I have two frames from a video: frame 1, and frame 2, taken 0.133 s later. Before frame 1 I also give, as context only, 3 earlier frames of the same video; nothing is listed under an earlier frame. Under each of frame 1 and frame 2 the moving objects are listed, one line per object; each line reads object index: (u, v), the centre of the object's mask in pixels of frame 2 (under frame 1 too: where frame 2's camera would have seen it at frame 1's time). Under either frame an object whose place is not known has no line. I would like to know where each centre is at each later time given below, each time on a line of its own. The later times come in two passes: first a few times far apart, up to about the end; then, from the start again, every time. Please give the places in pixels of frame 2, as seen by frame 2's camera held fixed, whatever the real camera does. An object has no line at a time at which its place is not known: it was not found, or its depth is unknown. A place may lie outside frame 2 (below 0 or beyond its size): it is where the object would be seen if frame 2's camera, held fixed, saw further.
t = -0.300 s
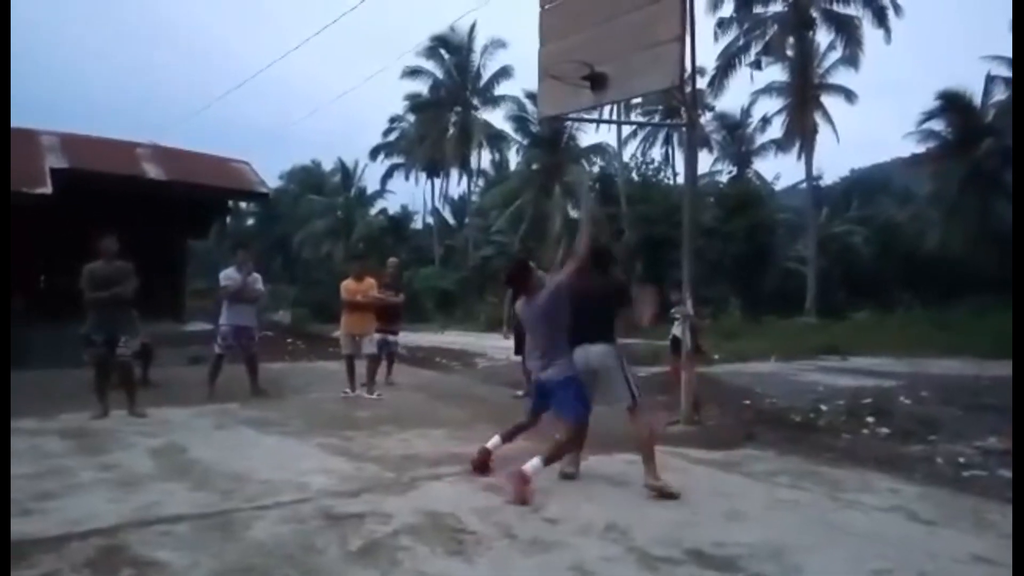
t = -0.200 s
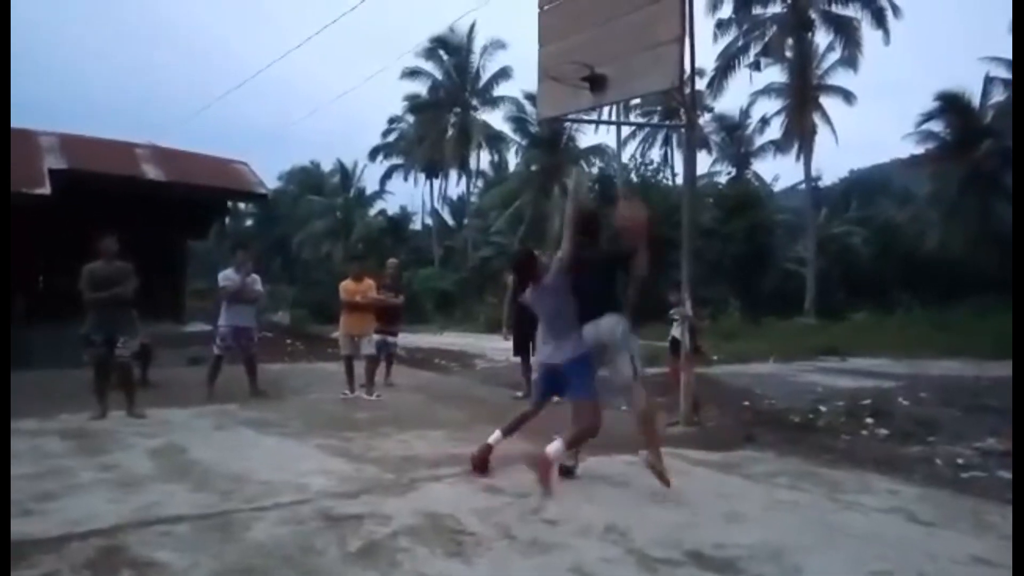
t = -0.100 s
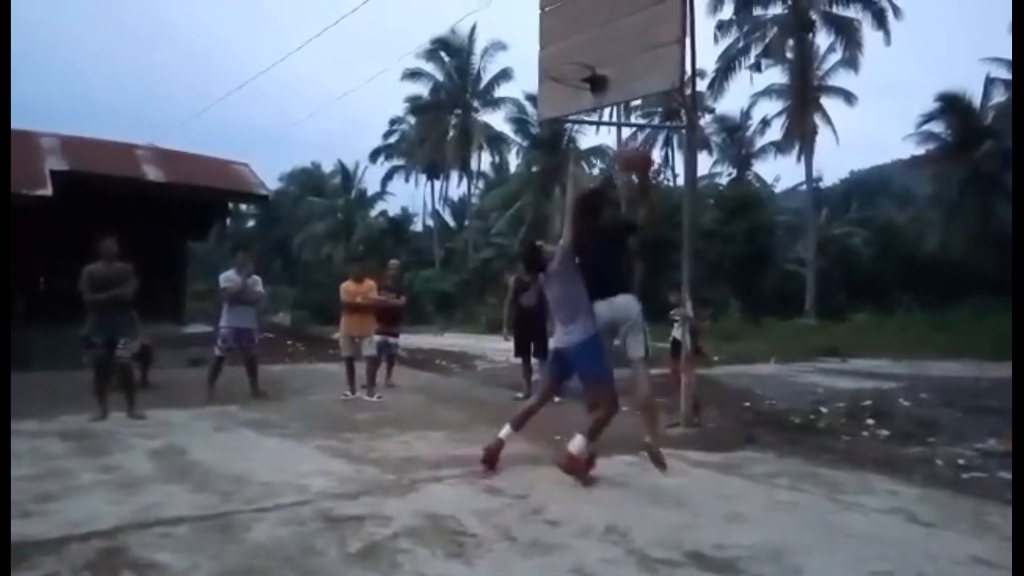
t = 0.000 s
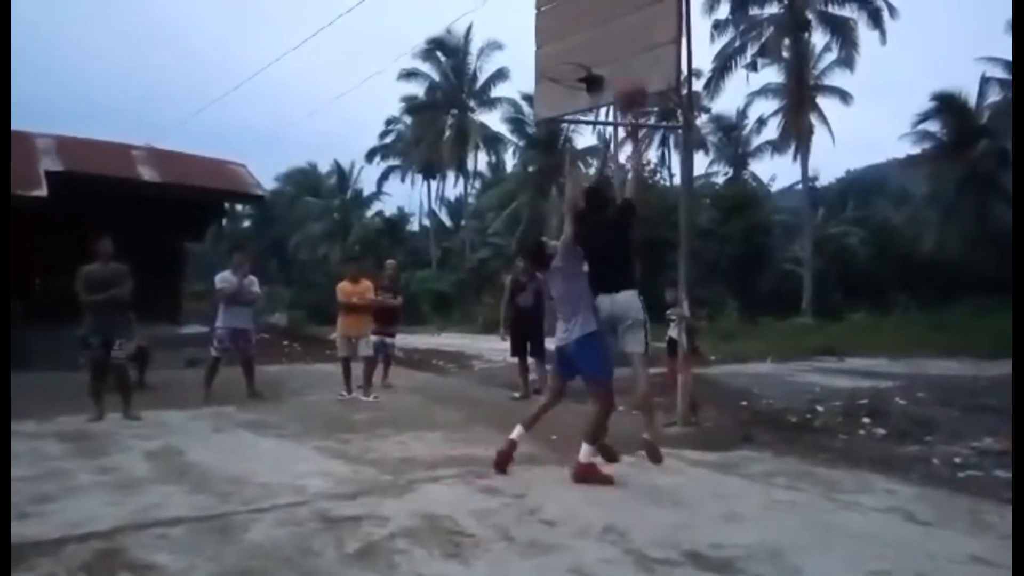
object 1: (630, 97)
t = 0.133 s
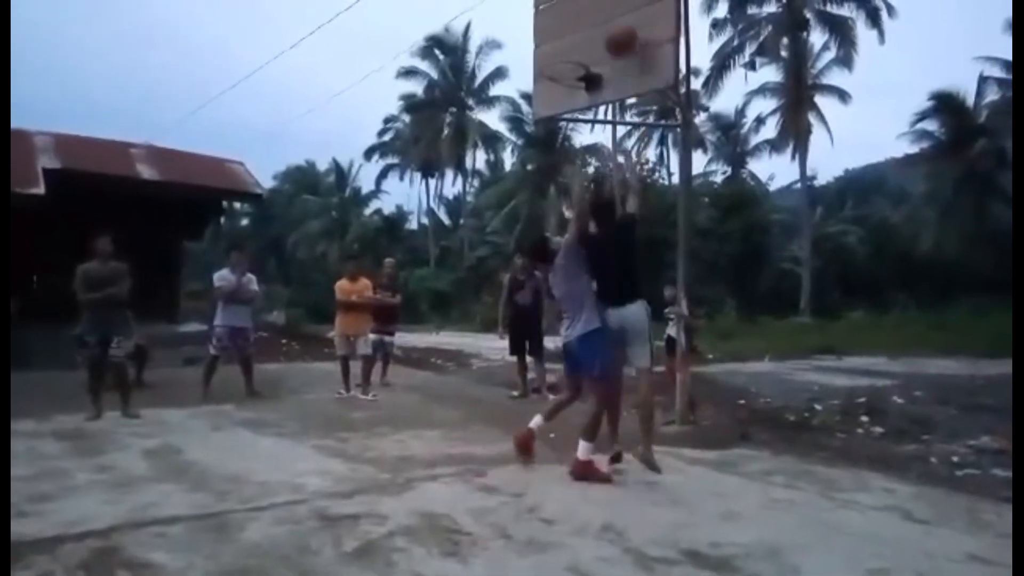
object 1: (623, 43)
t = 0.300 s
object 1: (608, 16)
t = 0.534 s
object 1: (576, 48)
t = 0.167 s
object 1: (622, 34)
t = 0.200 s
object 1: (621, 28)
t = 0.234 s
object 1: (618, 22)
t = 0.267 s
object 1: (614, 19)
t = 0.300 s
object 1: (608, 16)
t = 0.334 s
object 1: (603, 16)
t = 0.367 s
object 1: (598, 17)
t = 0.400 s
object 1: (593, 21)
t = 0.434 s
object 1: (590, 25)
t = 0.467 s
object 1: (585, 31)
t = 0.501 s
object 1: (581, 38)
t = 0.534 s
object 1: (576, 48)
